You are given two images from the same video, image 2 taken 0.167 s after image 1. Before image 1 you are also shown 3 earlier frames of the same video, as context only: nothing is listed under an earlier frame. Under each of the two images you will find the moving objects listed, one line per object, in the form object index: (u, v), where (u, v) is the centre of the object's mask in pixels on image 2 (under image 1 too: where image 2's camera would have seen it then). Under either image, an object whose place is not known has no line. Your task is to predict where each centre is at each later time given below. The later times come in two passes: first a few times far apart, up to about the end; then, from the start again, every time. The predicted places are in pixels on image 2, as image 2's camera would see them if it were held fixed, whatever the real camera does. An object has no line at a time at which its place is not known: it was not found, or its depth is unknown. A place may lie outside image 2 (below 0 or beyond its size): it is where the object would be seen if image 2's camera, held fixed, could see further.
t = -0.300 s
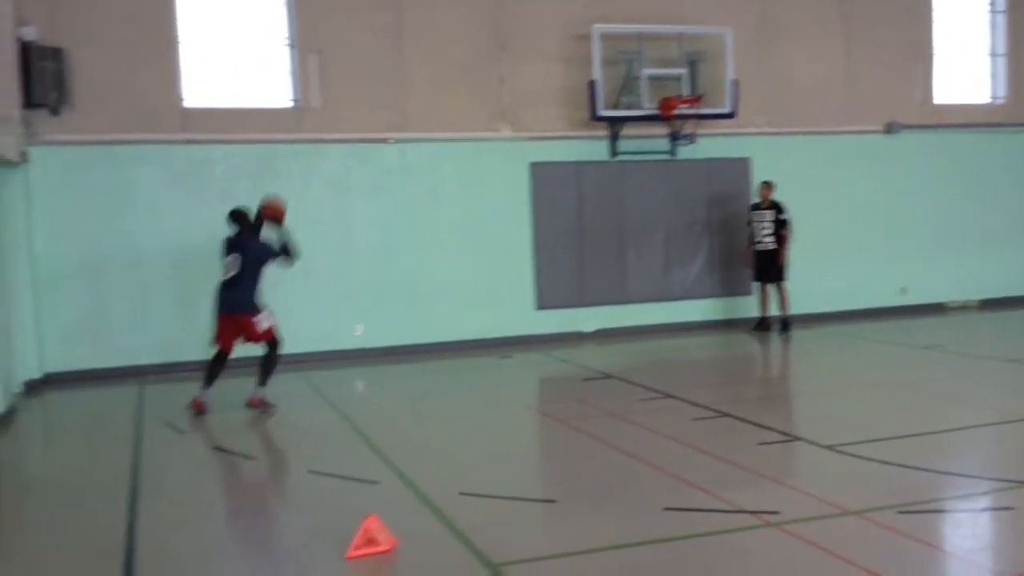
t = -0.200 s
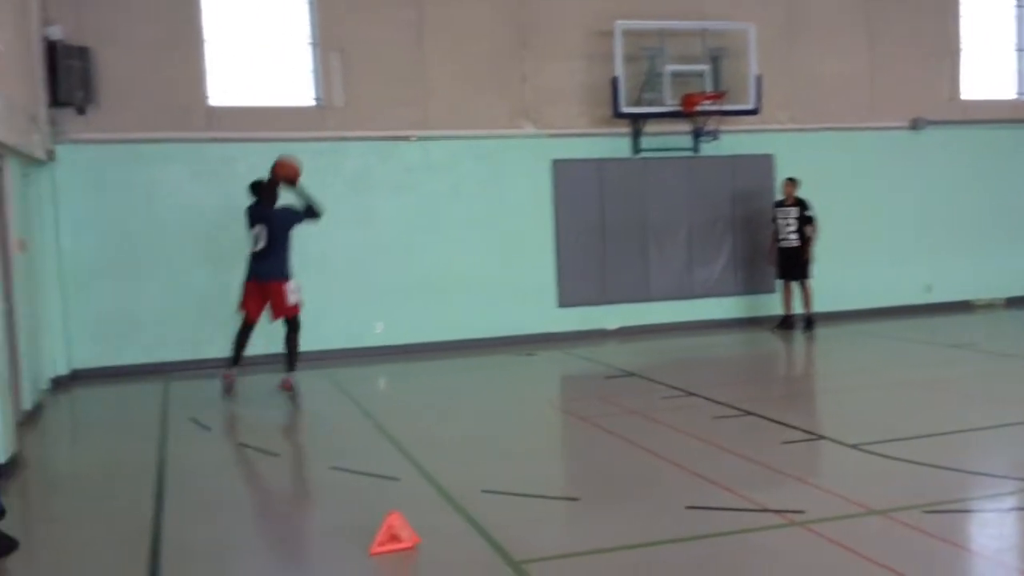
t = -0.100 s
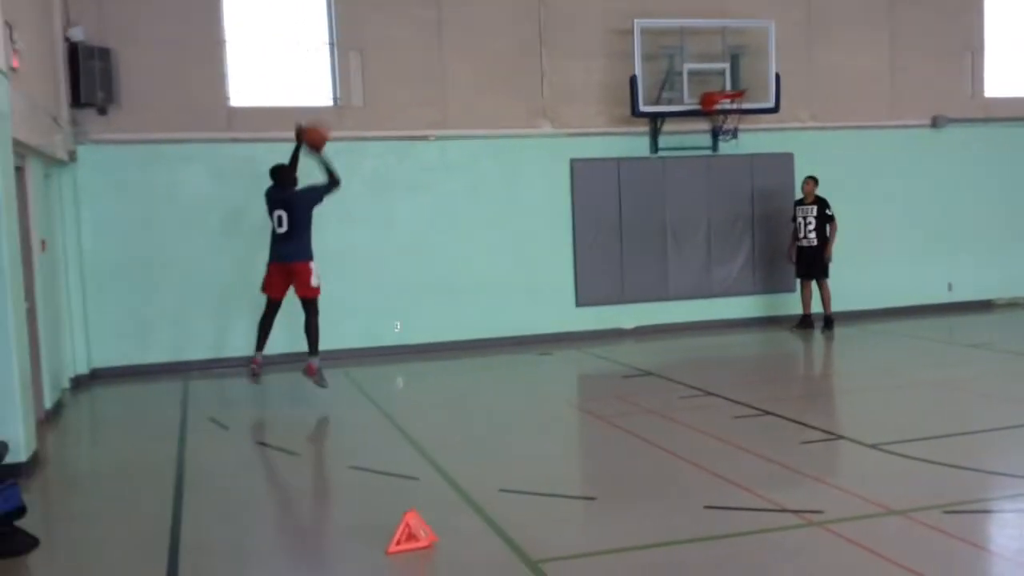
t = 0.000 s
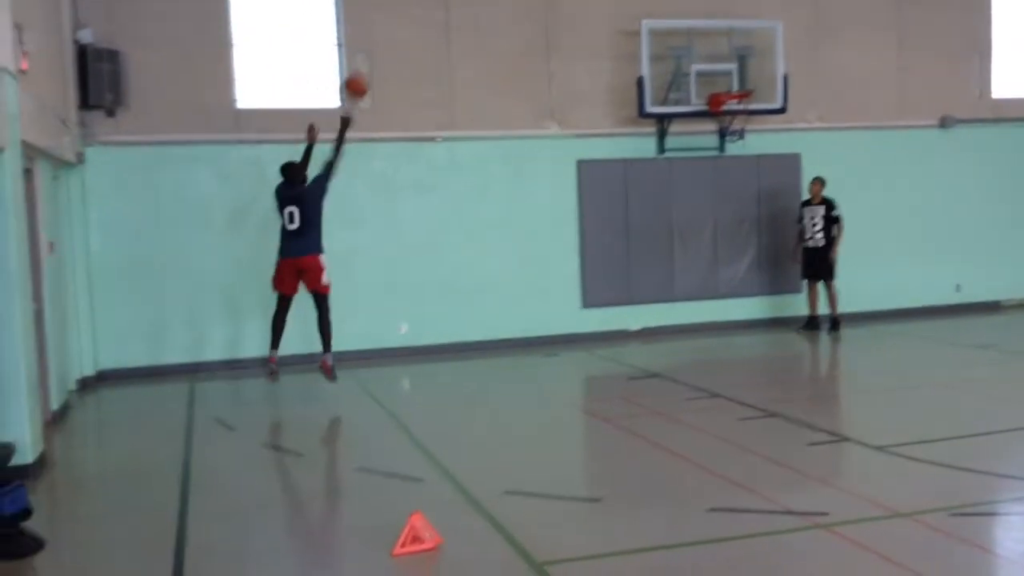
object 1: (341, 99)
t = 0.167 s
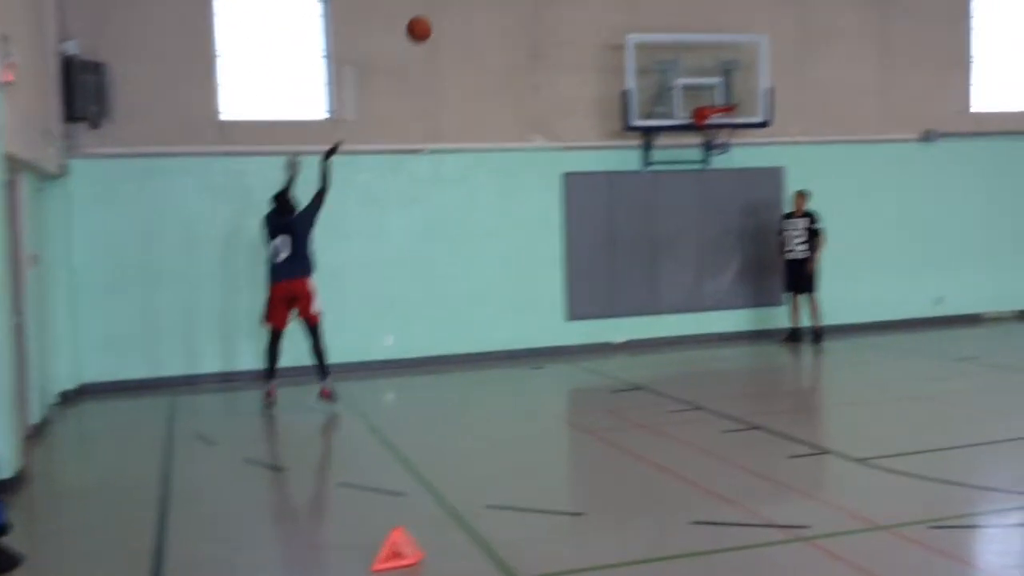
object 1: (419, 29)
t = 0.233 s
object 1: (448, 11)
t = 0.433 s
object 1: (530, -12)
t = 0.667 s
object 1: (611, 8)
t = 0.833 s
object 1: (664, 52)
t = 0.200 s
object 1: (433, 19)
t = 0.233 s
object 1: (448, 11)
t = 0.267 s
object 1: (462, 4)
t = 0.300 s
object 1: (476, 0)
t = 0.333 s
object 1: (490, -4)
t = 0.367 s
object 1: (503, -8)
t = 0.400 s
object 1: (517, -10)
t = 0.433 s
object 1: (530, -12)
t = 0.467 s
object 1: (542, -13)
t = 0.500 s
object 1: (553, -12)
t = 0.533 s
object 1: (565, -10)
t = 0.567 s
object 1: (577, -7)
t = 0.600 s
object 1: (589, -3)
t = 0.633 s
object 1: (600, 2)
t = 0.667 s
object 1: (611, 8)
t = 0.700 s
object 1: (622, 15)
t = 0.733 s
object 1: (632, 22)
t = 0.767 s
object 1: (643, 31)
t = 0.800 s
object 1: (654, 41)
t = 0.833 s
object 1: (664, 52)
